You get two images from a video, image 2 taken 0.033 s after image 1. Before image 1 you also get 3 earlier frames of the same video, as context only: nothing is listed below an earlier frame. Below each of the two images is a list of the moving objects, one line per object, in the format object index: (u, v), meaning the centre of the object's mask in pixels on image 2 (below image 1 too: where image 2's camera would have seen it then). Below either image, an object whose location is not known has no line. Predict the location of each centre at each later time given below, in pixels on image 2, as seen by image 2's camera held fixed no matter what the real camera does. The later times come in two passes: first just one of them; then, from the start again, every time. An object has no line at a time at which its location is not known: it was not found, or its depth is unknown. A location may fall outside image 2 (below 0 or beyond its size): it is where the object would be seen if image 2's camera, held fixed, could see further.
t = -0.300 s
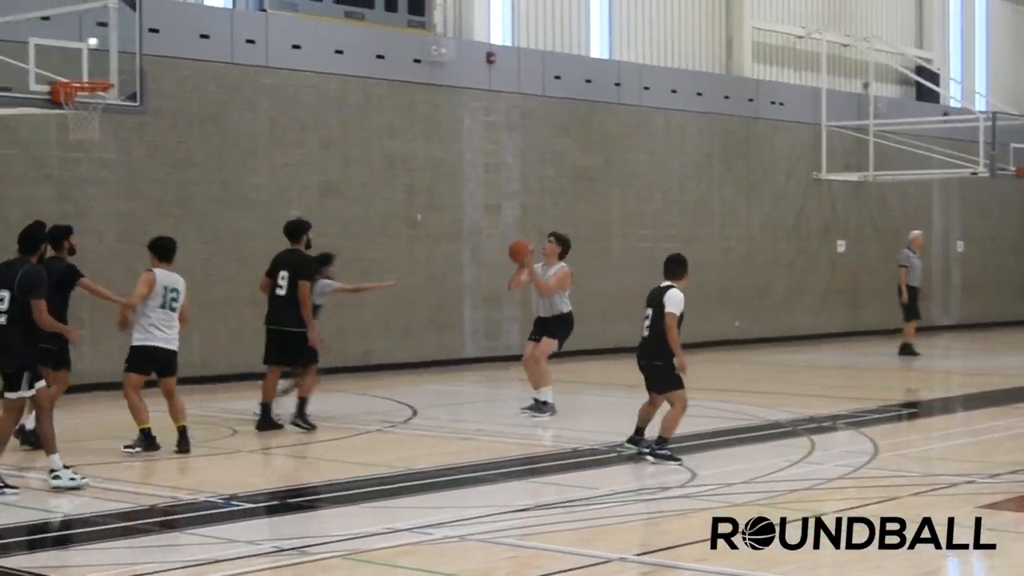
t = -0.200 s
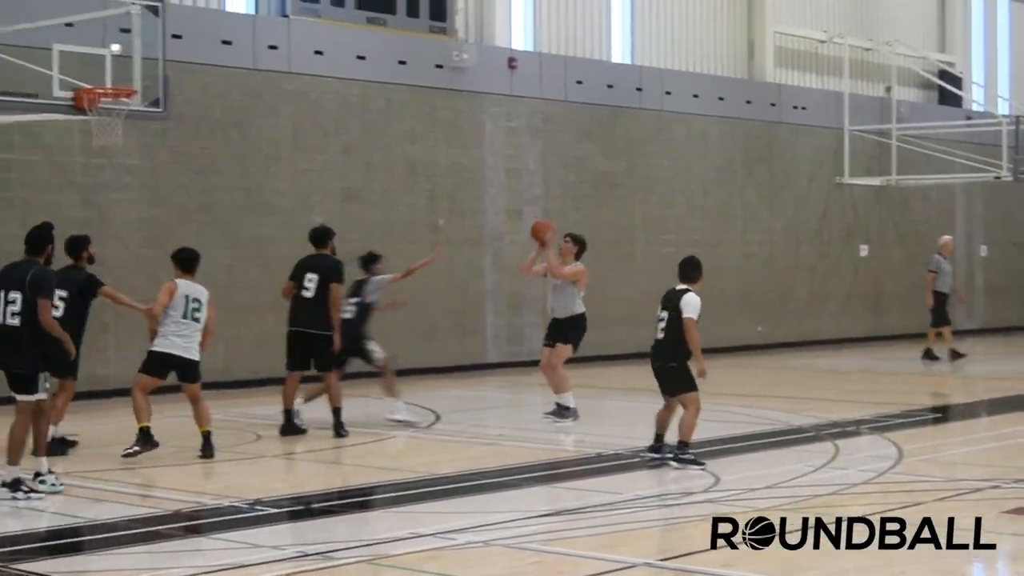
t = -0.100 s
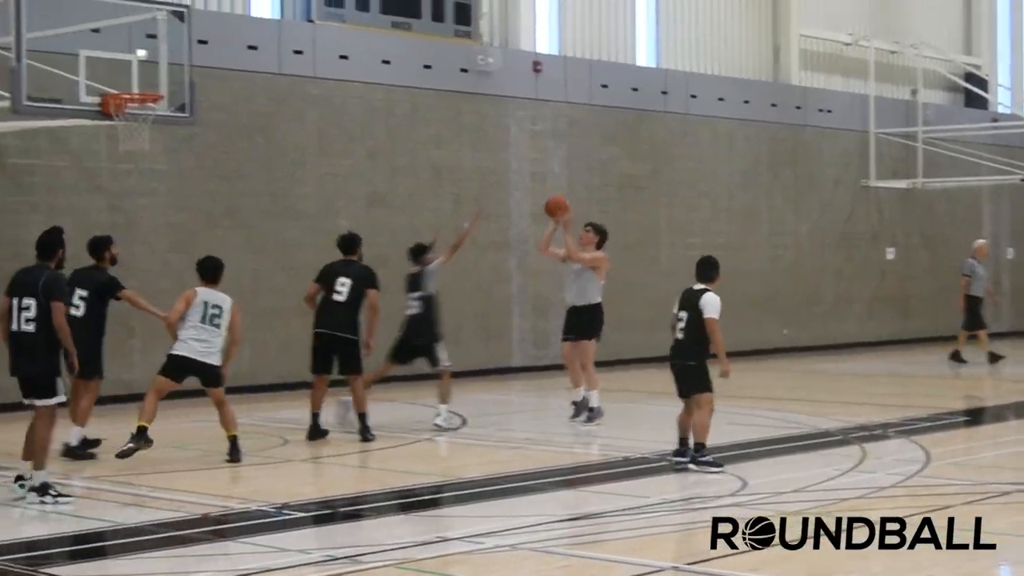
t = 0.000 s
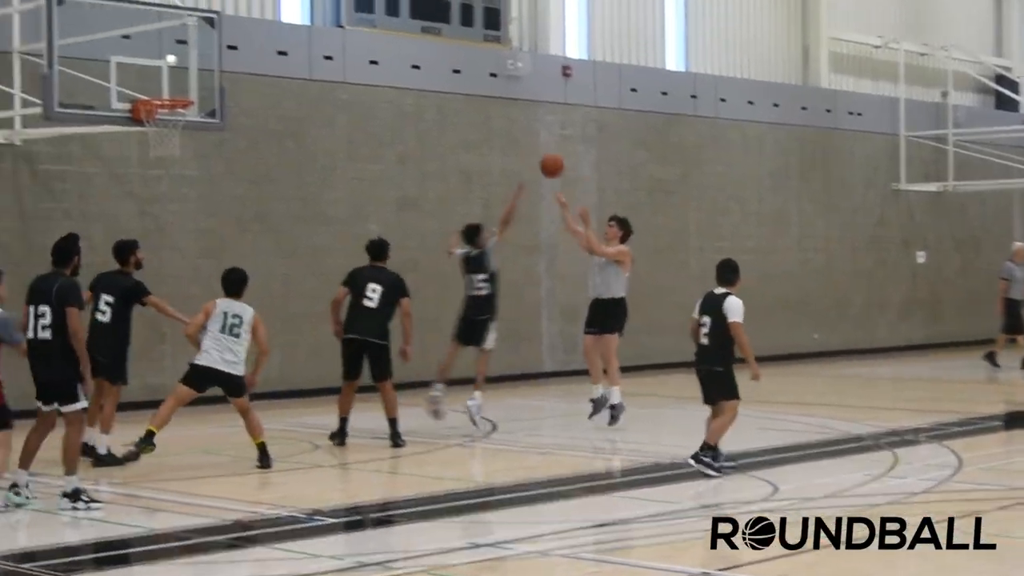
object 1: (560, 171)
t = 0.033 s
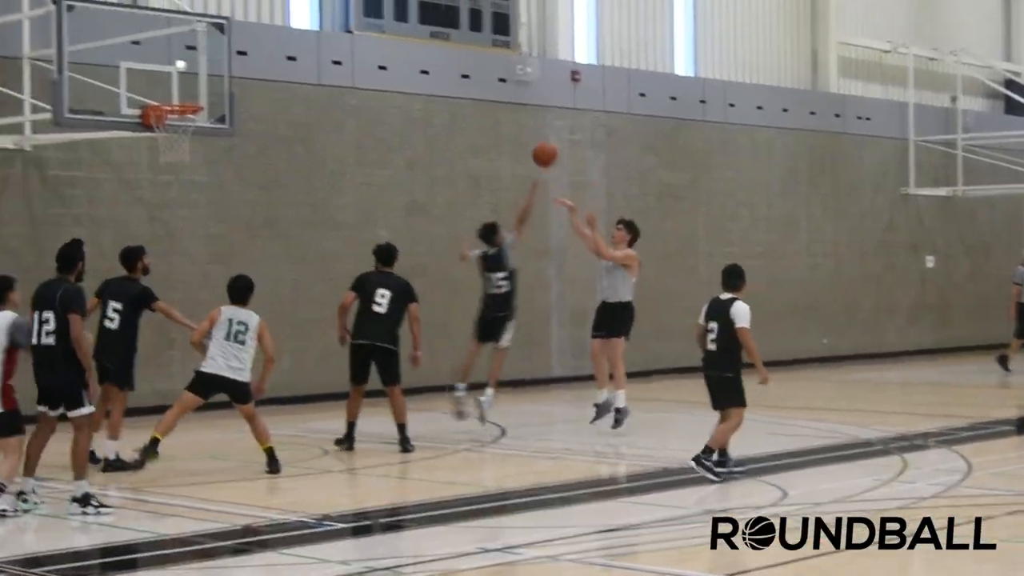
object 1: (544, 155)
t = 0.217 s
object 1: (454, 88)
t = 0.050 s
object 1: (536, 147)
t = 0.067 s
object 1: (528, 140)
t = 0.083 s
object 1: (520, 134)
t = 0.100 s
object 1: (512, 127)
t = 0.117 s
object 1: (503, 120)
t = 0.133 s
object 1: (495, 114)
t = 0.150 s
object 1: (487, 108)
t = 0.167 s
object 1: (479, 102)
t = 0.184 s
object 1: (471, 97)
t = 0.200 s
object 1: (462, 93)
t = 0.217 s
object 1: (454, 88)
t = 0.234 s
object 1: (446, 84)
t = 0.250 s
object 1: (437, 79)
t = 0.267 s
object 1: (430, 75)
